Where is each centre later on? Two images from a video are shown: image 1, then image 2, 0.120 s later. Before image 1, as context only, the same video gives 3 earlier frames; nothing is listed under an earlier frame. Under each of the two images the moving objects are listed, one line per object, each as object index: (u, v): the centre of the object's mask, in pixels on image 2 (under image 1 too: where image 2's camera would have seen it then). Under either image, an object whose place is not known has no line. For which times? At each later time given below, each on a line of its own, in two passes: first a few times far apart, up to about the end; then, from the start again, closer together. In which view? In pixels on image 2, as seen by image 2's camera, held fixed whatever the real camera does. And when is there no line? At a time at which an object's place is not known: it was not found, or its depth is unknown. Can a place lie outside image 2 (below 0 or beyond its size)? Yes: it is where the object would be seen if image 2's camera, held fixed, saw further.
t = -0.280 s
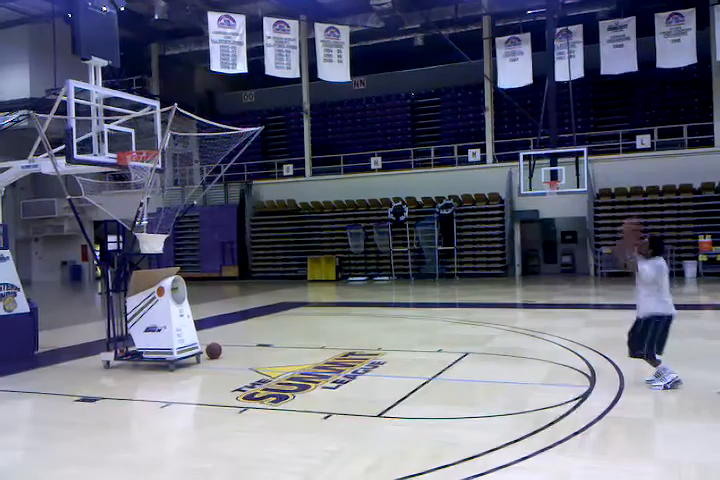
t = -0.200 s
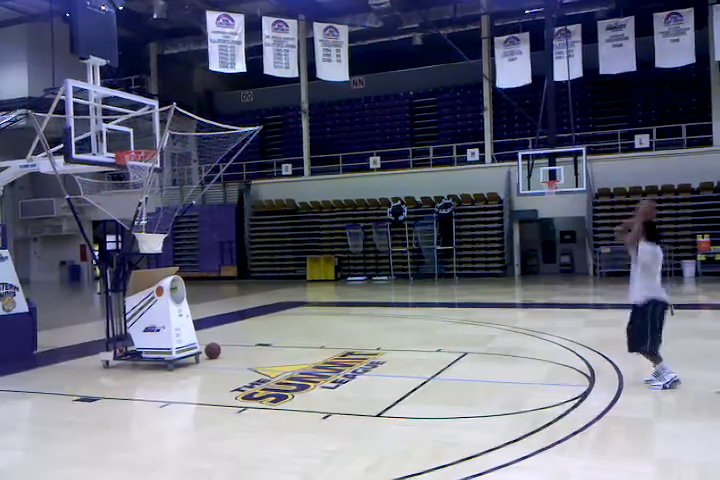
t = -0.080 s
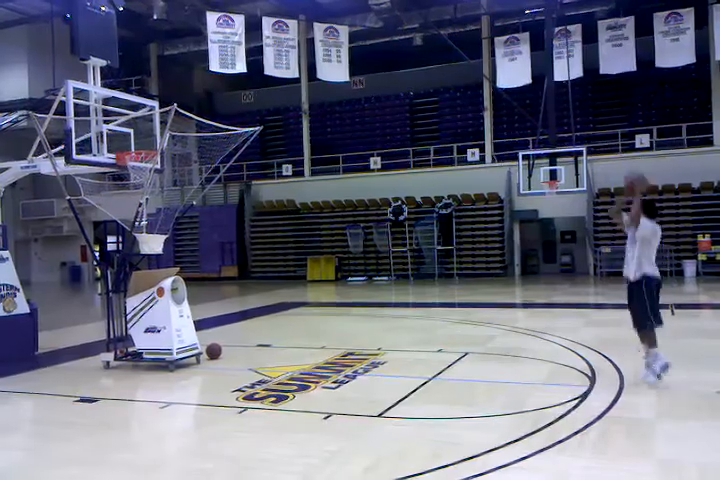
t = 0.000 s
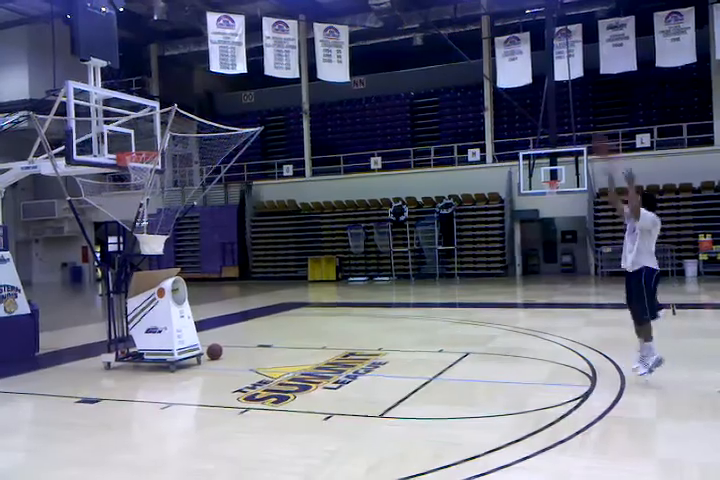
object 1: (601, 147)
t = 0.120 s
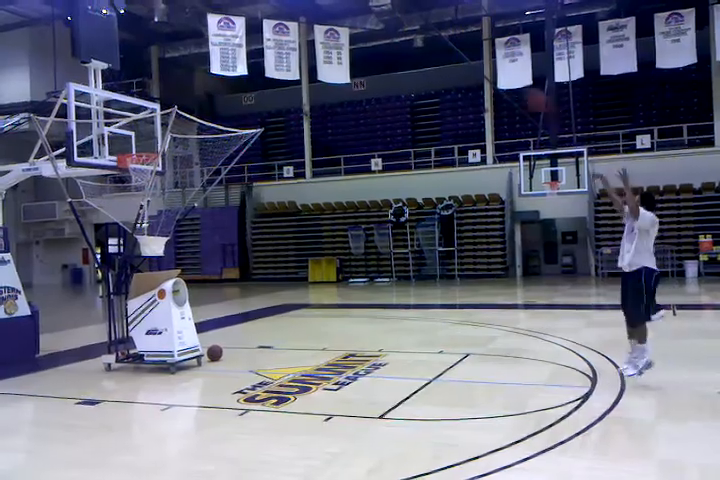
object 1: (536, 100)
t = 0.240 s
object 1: (473, 66)
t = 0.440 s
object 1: (383, 40)
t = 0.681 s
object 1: (286, 51)
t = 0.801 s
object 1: (242, 70)
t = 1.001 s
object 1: (177, 123)
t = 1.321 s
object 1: (117, 226)
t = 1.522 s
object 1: (123, 227)
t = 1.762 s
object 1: (149, 211)
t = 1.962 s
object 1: (171, 227)
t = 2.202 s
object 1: (164, 233)
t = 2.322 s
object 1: (148, 235)
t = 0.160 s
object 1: (518, 91)
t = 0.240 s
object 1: (473, 66)
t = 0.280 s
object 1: (456, 59)
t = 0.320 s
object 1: (437, 52)
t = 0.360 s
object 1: (419, 48)
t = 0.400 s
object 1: (401, 43)
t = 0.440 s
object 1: (383, 40)
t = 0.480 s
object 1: (366, 39)
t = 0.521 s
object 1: (352, 40)
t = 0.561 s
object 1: (332, 41)
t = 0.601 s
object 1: (315, 41)
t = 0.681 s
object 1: (286, 51)
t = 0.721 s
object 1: (271, 56)
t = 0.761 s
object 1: (256, 62)
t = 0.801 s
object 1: (242, 70)
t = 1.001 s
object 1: (177, 123)
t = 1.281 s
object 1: (120, 212)
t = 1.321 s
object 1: (117, 226)
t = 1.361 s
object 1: (117, 233)
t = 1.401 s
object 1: (119, 232)
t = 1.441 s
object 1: (121, 231)
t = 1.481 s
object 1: (121, 230)
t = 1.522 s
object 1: (123, 227)
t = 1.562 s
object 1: (126, 221)
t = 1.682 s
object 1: (139, 212)
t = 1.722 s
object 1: (144, 212)
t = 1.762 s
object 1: (149, 211)
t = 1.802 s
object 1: (151, 211)
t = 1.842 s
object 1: (155, 214)
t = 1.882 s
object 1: (160, 217)
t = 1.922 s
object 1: (167, 218)
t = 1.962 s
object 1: (171, 227)
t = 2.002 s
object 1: (173, 230)
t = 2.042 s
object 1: (173, 234)
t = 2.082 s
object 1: (171, 235)
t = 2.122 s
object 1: (169, 235)
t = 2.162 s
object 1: (166, 235)
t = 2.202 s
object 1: (164, 233)
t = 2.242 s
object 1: (155, 233)
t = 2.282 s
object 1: (148, 234)
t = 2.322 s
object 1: (148, 235)
